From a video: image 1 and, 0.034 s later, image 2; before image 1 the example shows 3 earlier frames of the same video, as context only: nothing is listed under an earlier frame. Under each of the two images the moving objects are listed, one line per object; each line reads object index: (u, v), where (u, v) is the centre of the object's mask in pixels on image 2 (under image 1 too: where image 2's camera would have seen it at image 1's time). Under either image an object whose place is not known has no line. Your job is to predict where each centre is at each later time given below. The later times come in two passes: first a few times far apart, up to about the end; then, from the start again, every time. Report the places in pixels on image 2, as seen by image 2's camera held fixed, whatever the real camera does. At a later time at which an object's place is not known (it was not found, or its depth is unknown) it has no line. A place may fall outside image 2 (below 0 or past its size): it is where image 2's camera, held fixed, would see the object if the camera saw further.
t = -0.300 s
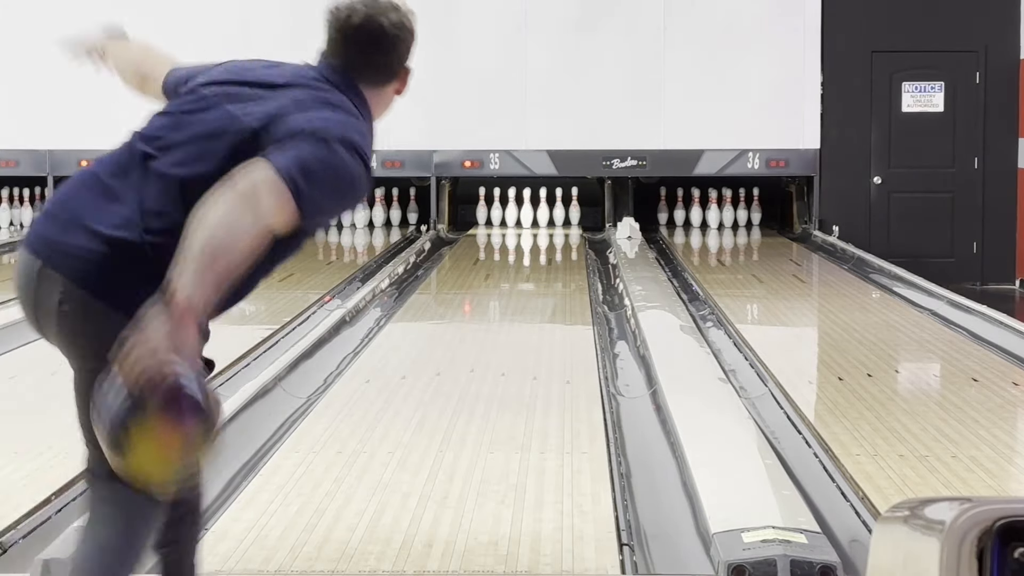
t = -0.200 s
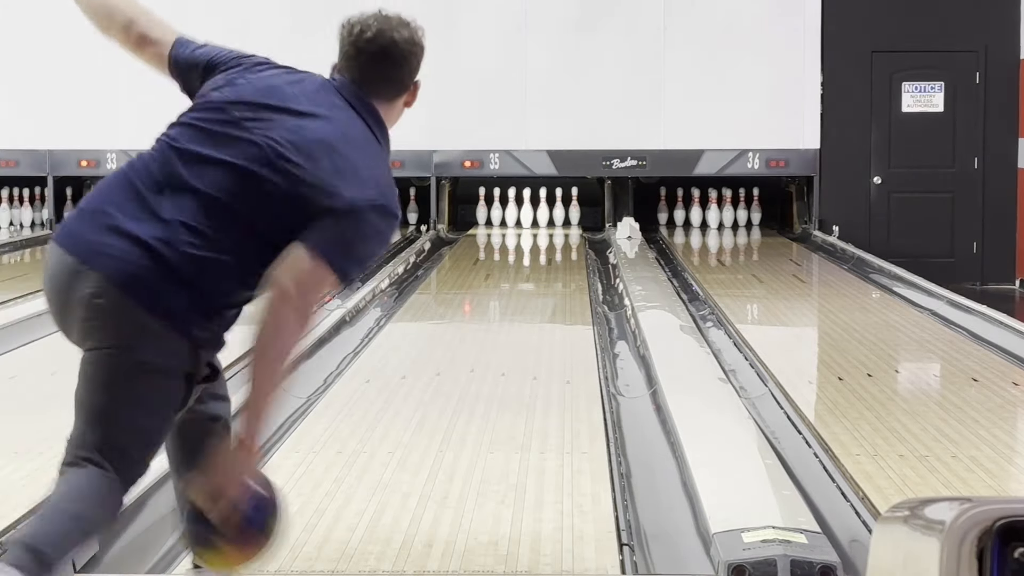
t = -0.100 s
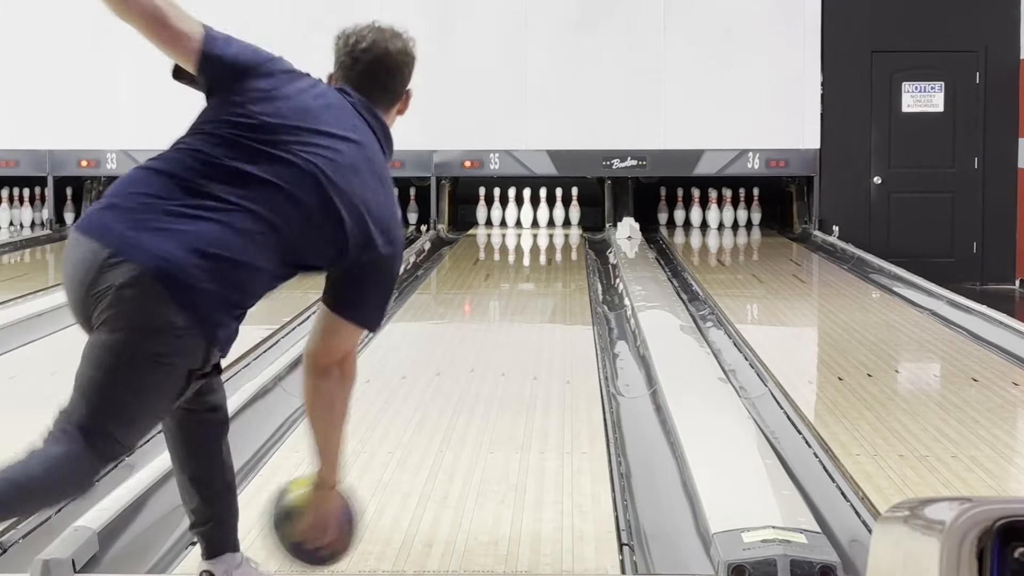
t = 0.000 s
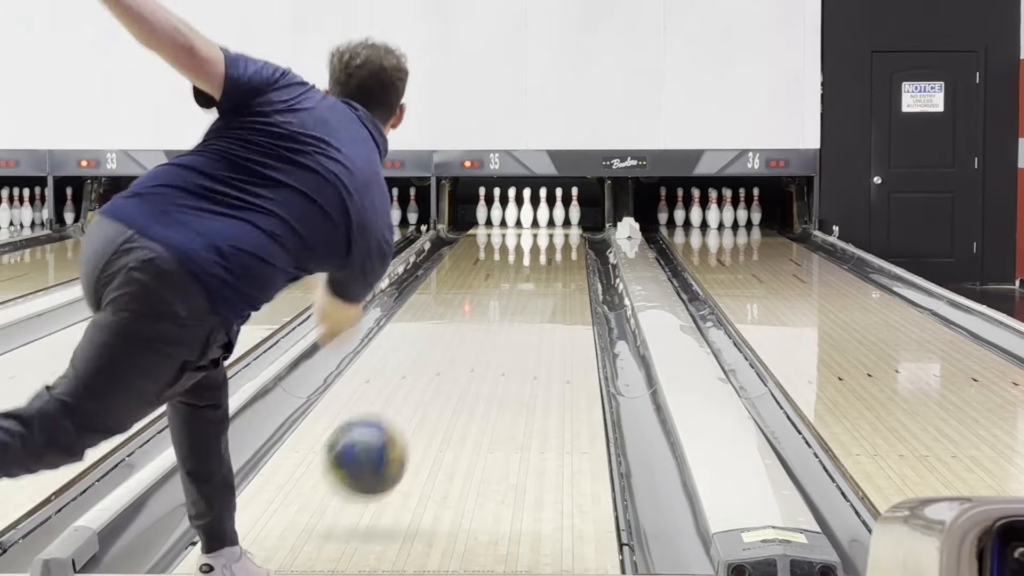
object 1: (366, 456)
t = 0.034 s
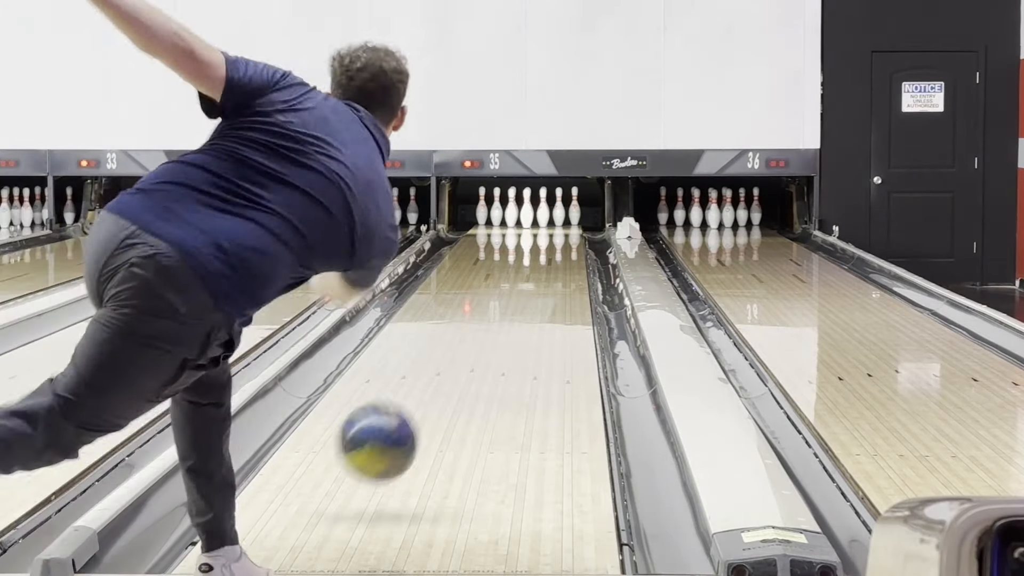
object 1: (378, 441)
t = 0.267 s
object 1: (444, 401)
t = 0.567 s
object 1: (496, 341)
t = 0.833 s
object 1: (523, 307)
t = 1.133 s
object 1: (544, 277)
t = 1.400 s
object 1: (554, 259)
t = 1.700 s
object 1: (560, 243)
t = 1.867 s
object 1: (558, 235)
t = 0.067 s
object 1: (390, 430)
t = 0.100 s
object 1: (400, 424)
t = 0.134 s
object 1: (409, 422)
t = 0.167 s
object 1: (420, 423)
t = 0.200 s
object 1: (428, 419)
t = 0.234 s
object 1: (437, 408)
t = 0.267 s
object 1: (444, 401)
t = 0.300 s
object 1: (451, 393)
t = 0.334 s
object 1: (458, 385)
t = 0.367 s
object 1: (464, 378)
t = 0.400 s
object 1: (471, 371)
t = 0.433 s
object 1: (476, 364)
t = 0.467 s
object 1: (481, 358)
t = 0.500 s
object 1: (486, 353)
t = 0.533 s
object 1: (491, 347)
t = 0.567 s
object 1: (496, 341)
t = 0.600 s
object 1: (500, 336)
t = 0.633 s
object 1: (503, 332)
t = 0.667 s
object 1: (507, 327)
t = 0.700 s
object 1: (511, 322)
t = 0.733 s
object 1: (515, 318)
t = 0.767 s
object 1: (517, 314)
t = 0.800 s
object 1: (521, 310)
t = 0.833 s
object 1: (523, 307)
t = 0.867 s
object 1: (526, 303)
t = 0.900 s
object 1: (529, 299)
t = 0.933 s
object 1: (531, 295)
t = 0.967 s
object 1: (534, 292)
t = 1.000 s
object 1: (536, 289)
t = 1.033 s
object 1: (538, 286)
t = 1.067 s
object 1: (540, 283)
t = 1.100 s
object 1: (542, 280)
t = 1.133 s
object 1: (544, 277)
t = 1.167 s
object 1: (545, 274)
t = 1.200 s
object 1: (547, 272)
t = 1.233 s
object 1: (548, 270)
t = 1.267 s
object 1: (550, 267)
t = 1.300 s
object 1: (552, 265)
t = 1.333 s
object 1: (552, 263)
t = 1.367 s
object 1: (554, 261)
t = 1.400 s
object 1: (554, 259)
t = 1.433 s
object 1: (556, 257)
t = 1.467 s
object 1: (557, 255)
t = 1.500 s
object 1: (557, 253)
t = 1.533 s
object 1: (558, 251)
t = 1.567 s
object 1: (559, 249)
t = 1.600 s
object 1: (559, 248)
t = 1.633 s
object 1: (560, 246)
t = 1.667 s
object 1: (559, 245)
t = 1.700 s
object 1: (560, 243)
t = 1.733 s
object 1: (560, 241)
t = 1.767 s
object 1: (560, 240)
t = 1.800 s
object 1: (560, 238)
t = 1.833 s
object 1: (559, 237)
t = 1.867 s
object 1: (558, 235)
